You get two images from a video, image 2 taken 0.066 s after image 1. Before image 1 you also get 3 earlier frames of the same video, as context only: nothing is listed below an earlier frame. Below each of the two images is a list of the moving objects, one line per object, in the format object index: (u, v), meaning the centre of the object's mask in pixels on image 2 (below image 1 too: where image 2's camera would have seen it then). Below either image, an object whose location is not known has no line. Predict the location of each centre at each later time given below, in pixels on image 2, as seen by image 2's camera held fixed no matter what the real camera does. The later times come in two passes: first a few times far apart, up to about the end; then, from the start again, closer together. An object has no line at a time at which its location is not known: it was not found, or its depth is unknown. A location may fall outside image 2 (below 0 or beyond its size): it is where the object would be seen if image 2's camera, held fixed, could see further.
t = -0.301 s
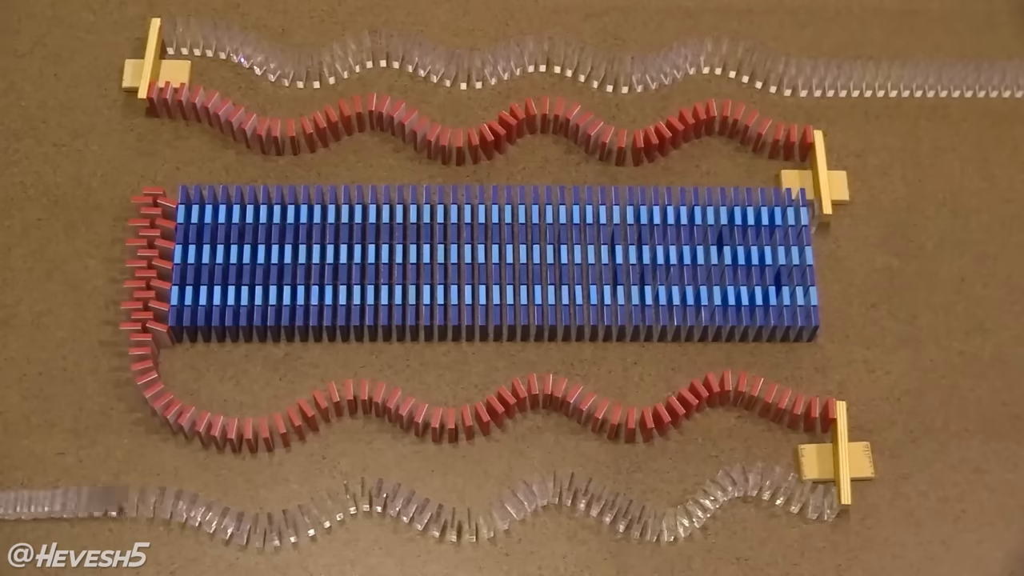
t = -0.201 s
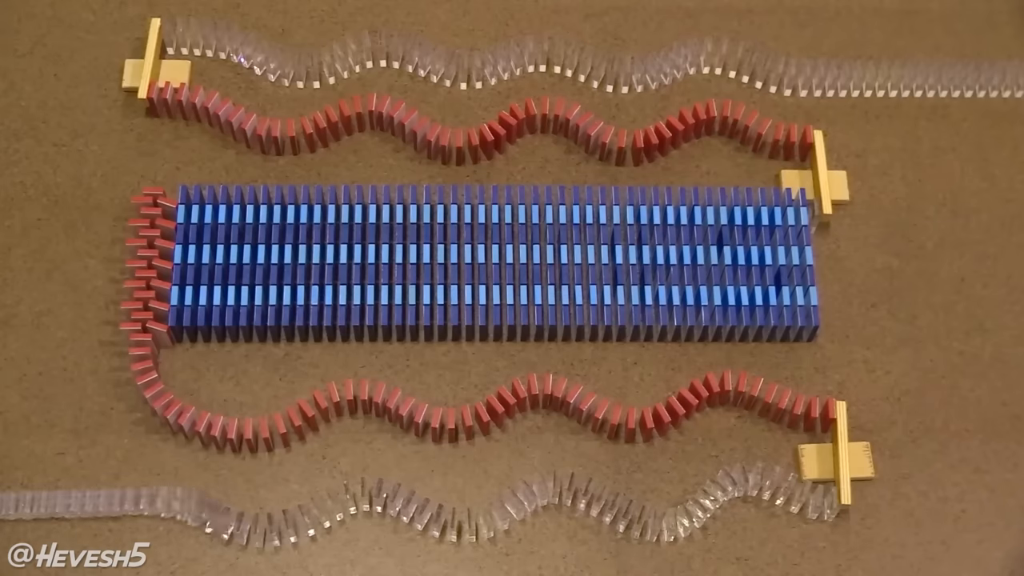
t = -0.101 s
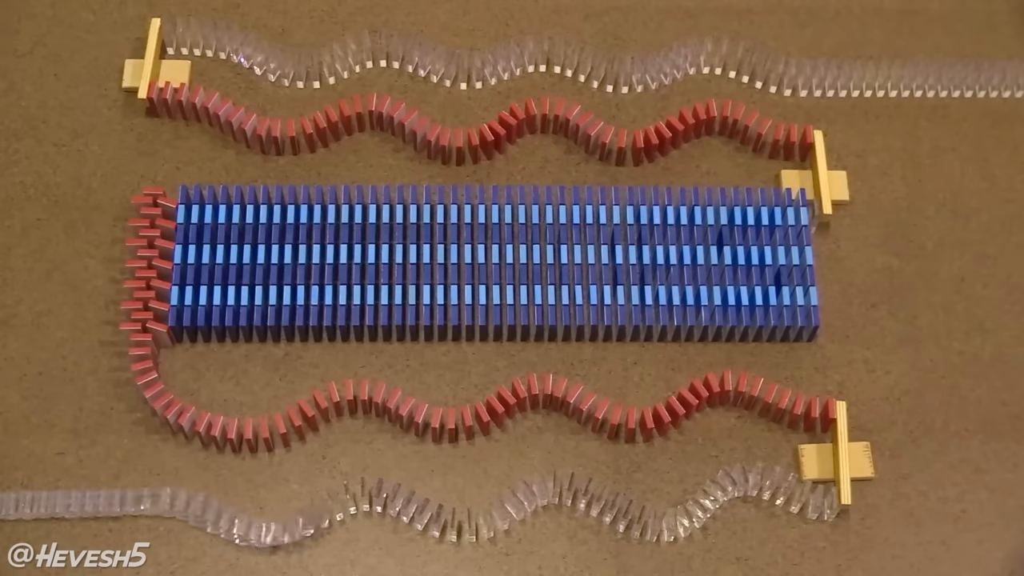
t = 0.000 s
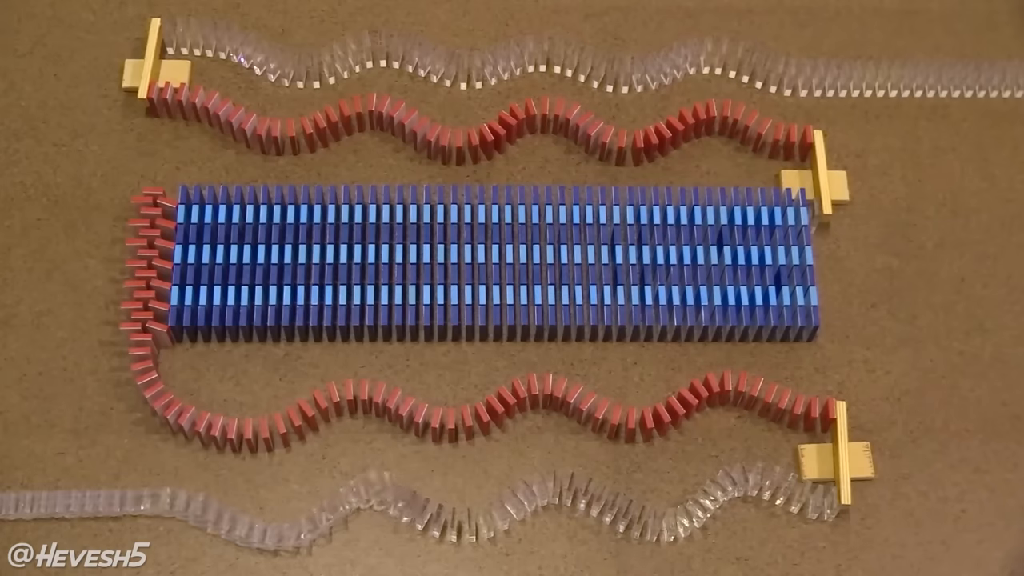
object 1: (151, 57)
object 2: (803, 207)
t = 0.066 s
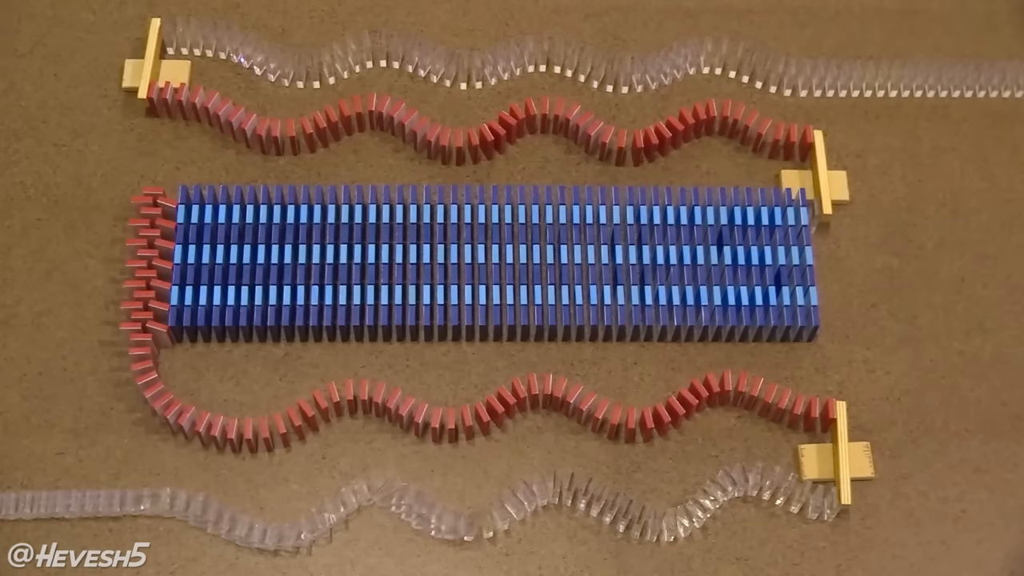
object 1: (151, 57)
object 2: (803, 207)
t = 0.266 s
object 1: (151, 57)
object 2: (803, 207)
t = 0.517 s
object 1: (151, 57)
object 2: (803, 207)
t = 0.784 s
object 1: (151, 57)
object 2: (803, 207)
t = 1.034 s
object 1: (151, 57)
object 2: (803, 208)
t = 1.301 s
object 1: (151, 57)
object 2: (803, 208)
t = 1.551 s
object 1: (151, 57)
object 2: (803, 207)
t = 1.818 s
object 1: (151, 57)
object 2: (803, 207)
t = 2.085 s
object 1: (151, 57)
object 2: (803, 207)
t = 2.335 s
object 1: (151, 57)
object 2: (803, 207)
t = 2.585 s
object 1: (151, 57)
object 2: (816, 213)
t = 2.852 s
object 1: (151, 57)
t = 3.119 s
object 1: (151, 57)
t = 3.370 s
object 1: (151, 57)
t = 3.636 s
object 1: (147, 58)
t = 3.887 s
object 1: (142, 59)
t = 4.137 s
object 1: (140, 60)
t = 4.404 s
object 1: (140, 60)
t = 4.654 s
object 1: (140, 60)
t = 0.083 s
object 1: (151, 57)
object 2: (803, 207)
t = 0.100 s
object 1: (151, 57)
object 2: (803, 207)
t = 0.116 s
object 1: (151, 57)
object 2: (803, 207)
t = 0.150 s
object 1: (151, 57)
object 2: (803, 207)
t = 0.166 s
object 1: (151, 57)
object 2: (803, 207)
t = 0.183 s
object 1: (151, 57)
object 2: (803, 207)
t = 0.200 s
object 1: (151, 57)
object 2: (803, 207)
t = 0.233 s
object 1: (151, 57)
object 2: (803, 207)
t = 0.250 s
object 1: (151, 57)
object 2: (803, 207)
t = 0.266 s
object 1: (151, 57)
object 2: (803, 207)
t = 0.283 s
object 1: (151, 57)
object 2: (803, 207)
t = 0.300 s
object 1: (151, 57)
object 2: (803, 207)
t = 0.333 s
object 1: (151, 57)
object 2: (803, 207)
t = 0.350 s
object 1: (151, 57)
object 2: (803, 207)
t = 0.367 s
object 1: (151, 57)
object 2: (803, 207)
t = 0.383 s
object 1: (151, 57)
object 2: (803, 207)
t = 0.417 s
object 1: (151, 57)
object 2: (803, 207)
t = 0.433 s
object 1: (151, 57)
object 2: (803, 207)
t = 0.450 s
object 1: (151, 57)
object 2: (803, 207)
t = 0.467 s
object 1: (151, 57)
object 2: (803, 207)
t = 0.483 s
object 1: (151, 57)
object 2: (803, 207)
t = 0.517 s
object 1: (151, 57)
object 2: (803, 207)
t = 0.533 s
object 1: (151, 57)
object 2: (803, 207)
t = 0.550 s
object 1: (151, 57)
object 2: (803, 207)
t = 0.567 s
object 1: (151, 57)
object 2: (803, 207)
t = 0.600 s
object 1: (151, 57)
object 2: (803, 207)
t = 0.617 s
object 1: (151, 57)
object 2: (803, 207)
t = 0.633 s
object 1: (151, 57)
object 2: (803, 207)
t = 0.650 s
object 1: (151, 57)
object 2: (803, 207)
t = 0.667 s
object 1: (151, 57)
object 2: (803, 207)
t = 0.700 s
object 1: (151, 57)
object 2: (803, 207)
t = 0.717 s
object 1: (151, 57)
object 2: (803, 207)
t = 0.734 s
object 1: (151, 57)
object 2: (803, 207)
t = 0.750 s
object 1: (151, 57)
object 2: (803, 207)
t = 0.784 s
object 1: (151, 57)
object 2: (803, 207)
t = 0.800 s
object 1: (151, 57)
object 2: (803, 207)
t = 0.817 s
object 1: (151, 57)
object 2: (803, 207)
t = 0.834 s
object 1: (151, 57)
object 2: (803, 207)
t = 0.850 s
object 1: (151, 57)
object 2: (803, 207)
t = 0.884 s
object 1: (151, 57)
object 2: (803, 207)
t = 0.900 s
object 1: (151, 57)
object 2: (803, 207)
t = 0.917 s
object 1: (151, 57)
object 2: (803, 207)
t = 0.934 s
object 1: (151, 57)
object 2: (803, 207)
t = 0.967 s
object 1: (151, 57)
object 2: (803, 207)
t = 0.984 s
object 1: (151, 57)
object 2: (803, 208)
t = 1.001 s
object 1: (151, 57)
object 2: (803, 207)
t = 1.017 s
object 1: (151, 57)
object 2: (803, 208)
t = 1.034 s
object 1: (151, 57)
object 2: (803, 208)
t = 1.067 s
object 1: (151, 57)
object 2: (803, 208)
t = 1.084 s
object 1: (151, 57)
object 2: (803, 208)
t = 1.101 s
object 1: (151, 57)
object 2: (803, 208)
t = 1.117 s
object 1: (151, 57)
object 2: (803, 208)
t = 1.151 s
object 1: (151, 57)
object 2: (803, 208)
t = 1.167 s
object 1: (151, 57)
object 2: (803, 208)
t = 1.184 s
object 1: (151, 57)
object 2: (803, 207)
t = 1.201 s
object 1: (151, 57)
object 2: (803, 207)
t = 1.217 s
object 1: (151, 57)
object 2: (803, 208)
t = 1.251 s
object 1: (151, 57)
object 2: (803, 208)
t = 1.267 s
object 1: (151, 57)
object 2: (803, 208)
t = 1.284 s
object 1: (151, 57)
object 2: (803, 208)
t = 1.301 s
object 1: (151, 57)
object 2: (803, 208)
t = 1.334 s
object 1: (151, 57)
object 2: (803, 208)
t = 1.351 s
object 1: (151, 57)
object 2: (803, 207)
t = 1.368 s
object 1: (151, 57)
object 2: (803, 207)
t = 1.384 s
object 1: (151, 57)
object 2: (803, 207)
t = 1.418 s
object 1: (151, 57)
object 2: (803, 207)
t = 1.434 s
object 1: (151, 57)
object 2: (803, 207)
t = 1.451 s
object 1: (151, 57)
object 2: (803, 207)
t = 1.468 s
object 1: (151, 57)
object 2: (803, 207)
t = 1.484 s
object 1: (151, 57)
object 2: (803, 207)
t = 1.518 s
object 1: (151, 57)
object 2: (803, 207)
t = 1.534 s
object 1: (151, 57)
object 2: (803, 207)
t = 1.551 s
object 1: (151, 57)
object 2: (803, 207)
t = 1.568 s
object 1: (151, 57)
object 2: (803, 207)
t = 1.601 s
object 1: (151, 57)
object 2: (803, 207)
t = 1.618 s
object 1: (151, 57)
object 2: (803, 207)
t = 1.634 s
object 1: (151, 57)
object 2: (803, 207)
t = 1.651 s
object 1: (151, 57)
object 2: (803, 207)
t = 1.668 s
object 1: (151, 57)
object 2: (803, 207)
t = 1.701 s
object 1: (151, 57)
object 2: (803, 207)
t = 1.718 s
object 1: (151, 57)
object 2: (803, 207)
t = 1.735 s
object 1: (151, 57)
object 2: (803, 207)
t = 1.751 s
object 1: (151, 57)
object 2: (803, 207)
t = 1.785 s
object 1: (151, 57)
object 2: (803, 207)
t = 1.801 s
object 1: (151, 57)
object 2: (803, 207)
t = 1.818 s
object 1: (151, 57)
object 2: (803, 207)
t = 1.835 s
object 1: (151, 57)
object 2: (803, 207)
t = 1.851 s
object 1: (151, 57)
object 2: (803, 207)
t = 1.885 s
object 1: (151, 57)
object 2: (803, 207)
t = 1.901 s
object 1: (151, 57)
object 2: (803, 207)
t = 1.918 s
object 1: (151, 57)
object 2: (803, 207)
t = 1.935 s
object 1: (151, 57)
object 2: (803, 207)
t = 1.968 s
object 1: (151, 57)
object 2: (803, 207)
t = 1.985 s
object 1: (151, 57)
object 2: (803, 207)
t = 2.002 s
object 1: (151, 57)
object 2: (803, 207)
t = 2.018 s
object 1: (151, 57)
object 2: (803, 207)
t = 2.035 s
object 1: (151, 57)
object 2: (803, 207)
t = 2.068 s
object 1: (151, 57)
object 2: (803, 207)
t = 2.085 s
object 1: (151, 57)
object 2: (803, 207)
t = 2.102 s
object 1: (151, 57)
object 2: (803, 207)
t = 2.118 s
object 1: (151, 57)
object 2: (803, 207)
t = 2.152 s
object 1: (151, 57)
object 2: (803, 208)
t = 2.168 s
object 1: (151, 57)
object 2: (803, 207)
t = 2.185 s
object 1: (151, 57)
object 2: (803, 207)
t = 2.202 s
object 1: (151, 57)
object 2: (803, 207)
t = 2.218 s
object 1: (151, 57)
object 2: (803, 207)
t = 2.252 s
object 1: (151, 57)
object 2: (803, 208)
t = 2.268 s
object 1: (151, 57)
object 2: (803, 208)
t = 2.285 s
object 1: (151, 57)
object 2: (803, 208)
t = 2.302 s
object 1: (151, 57)
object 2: (803, 208)
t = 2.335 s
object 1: (151, 57)
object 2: (803, 207)
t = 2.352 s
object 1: (151, 57)
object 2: (803, 208)
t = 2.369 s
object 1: (151, 57)
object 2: (803, 208)
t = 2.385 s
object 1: (151, 57)
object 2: (803, 208)
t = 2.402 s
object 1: (151, 57)
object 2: (803, 208)
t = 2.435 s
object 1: (151, 57)
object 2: (803, 208)
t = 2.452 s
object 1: (151, 57)
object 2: (803, 208)
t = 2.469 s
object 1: (151, 57)
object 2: (803, 208)
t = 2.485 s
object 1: (151, 57)
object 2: (803, 208)
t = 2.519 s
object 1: (151, 57)
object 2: (806, 207)
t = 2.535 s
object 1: (151, 57)
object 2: (811, 211)
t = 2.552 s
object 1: (151, 57)
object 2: (810, 210)
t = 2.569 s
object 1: (151, 57)
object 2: (813, 211)
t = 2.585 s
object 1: (151, 57)
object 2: (816, 213)
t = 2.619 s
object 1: (151, 57)
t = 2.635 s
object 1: (151, 57)
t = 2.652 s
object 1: (151, 57)
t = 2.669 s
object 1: (151, 57)
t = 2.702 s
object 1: (151, 57)
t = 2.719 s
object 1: (151, 57)
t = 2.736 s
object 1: (151, 57)
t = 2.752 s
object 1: (151, 57)
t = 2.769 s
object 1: (151, 57)
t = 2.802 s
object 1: (151, 57)
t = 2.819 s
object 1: (151, 57)
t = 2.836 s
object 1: (151, 57)
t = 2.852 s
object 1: (151, 57)
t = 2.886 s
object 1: (151, 57)
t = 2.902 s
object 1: (151, 57)
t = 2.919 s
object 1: (151, 57)
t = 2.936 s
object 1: (151, 57)
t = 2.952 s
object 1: (151, 57)
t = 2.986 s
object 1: (151, 57)
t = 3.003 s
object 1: (151, 57)
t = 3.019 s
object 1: (151, 57)
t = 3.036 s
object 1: (151, 57)
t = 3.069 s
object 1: (151, 57)
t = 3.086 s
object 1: (151, 57)
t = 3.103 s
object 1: (151, 57)
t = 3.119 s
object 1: (151, 57)
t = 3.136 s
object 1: (151, 57)
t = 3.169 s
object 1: (151, 57)
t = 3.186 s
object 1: (151, 57)
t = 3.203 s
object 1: (151, 57)
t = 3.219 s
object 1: (151, 57)
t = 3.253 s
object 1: (151, 57)
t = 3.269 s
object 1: (151, 57)
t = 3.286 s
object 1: (151, 57)
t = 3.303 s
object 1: (151, 57)
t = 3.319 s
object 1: (151, 57)
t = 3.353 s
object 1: (151, 57)
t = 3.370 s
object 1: (151, 57)
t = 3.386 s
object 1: (151, 57)
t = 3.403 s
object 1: (151, 57)
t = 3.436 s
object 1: (151, 58)
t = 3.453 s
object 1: (151, 57)
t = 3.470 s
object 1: (151, 58)
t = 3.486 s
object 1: (151, 57)
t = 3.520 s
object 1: (151, 57)
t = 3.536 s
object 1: (151, 57)
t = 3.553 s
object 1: (151, 58)
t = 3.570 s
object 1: (150, 58)
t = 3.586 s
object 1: (150, 58)
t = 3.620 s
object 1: (148, 58)
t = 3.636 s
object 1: (147, 58)
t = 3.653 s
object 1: (146, 58)
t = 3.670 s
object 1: (144, 59)
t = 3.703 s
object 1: (141, 60)
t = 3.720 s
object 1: (140, 60)
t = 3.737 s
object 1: (140, 60)
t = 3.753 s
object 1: (139, 60)
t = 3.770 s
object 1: (140, 60)
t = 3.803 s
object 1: (140, 60)
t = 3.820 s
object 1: (140, 60)
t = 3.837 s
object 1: (141, 60)
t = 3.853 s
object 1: (141, 60)
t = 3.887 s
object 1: (142, 59)
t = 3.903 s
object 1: (142, 60)
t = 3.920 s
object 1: (142, 60)
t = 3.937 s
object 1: (140, 60)
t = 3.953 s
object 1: (140, 60)
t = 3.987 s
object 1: (140, 61)
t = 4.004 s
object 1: (141, 60)
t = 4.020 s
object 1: (140, 60)
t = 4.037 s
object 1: (140, 60)
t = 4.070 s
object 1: (140, 60)
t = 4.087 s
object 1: (139, 60)
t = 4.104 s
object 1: (139, 60)
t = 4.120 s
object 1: (140, 60)
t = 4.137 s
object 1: (140, 60)
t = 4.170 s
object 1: (140, 60)
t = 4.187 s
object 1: (139, 60)
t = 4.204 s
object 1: (140, 60)
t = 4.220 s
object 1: (140, 60)
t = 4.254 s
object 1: (140, 60)
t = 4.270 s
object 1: (140, 60)
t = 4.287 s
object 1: (140, 60)
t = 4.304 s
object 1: (140, 60)
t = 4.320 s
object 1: (140, 60)
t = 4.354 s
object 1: (140, 60)
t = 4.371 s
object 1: (140, 60)
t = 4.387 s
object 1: (140, 60)
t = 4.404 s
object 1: (140, 60)
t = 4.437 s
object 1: (140, 60)
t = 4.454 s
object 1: (139, 60)
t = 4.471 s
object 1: (139, 60)
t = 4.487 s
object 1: (139, 60)
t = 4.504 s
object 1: (140, 60)
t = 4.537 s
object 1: (140, 60)
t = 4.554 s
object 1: (139, 60)
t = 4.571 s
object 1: (139, 60)
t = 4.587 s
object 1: (140, 60)
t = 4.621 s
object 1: (140, 60)
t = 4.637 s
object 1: (139, 60)
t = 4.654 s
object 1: (140, 60)
